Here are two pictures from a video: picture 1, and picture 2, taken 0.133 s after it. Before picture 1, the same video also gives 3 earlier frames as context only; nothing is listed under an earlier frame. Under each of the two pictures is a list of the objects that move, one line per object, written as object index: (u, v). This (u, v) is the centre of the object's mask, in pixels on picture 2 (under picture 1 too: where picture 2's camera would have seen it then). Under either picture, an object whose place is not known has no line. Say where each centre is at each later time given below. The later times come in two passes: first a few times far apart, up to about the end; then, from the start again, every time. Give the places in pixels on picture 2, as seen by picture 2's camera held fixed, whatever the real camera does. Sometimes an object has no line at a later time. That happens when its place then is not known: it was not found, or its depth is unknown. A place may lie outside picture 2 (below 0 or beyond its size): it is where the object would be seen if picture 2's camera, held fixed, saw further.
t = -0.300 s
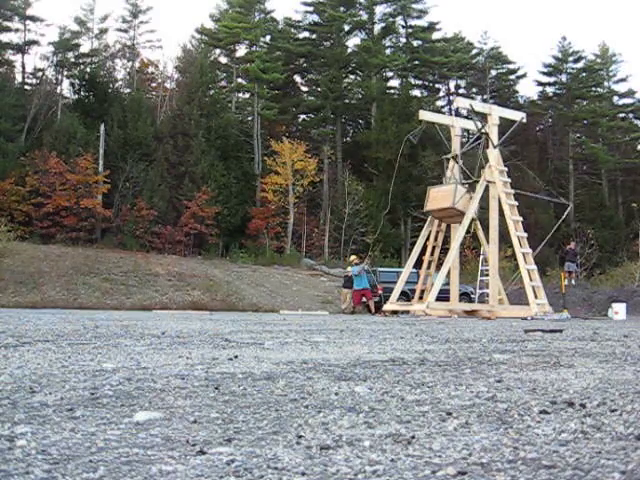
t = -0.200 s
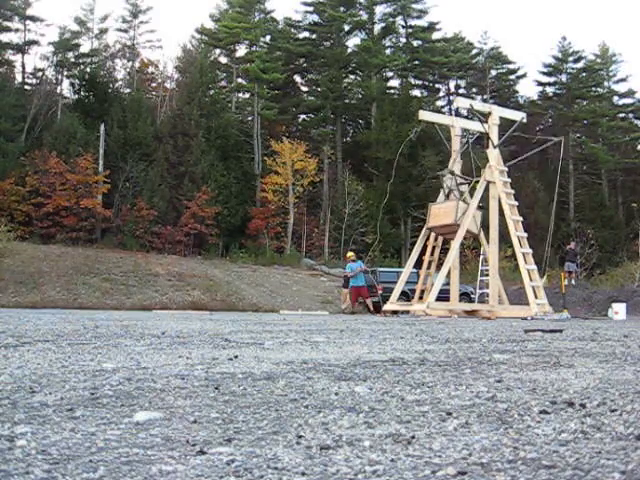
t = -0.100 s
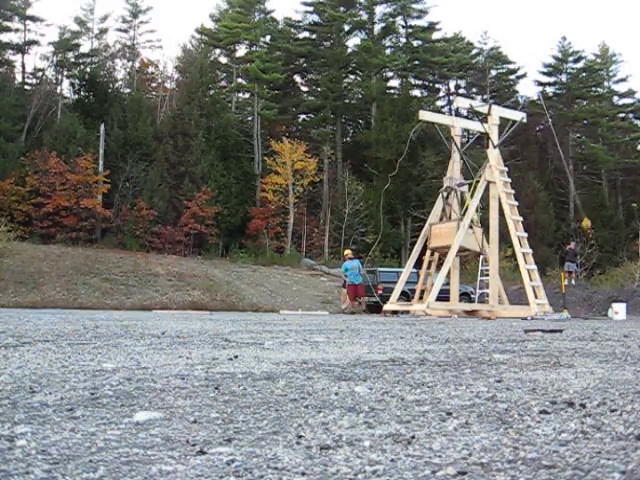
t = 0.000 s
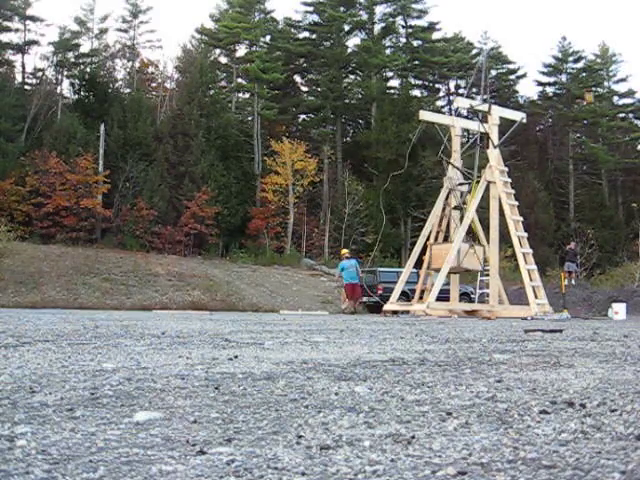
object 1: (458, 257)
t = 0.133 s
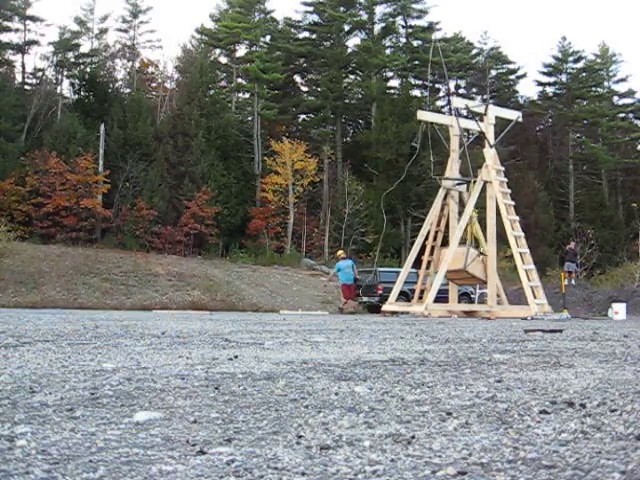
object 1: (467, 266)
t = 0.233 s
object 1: (467, 263)
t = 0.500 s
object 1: (482, 263)
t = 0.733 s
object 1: (488, 267)
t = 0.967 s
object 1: (499, 262)
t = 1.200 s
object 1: (507, 263)
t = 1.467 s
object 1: (498, 262)
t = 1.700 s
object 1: (488, 265)
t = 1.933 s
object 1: (471, 266)
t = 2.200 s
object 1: (468, 265)
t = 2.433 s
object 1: (464, 264)
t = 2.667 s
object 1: (454, 261)
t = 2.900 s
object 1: (453, 261)
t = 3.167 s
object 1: (458, 263)
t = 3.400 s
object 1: (464, 265)
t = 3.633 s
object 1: (466, 266)
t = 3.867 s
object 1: (477, 266)
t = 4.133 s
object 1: (486, 266)
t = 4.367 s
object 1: (488, 265)
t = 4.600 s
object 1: (488, 265)
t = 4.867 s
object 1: (488, 266)
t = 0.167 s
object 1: (467, 265)
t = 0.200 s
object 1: (467, 264)
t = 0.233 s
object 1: (467, 263)
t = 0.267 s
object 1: (467, 262)
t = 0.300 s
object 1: (468, 262)
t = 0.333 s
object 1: (468, 262)
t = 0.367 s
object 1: (469, 262)
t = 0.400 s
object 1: (475, 263)
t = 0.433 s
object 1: (477, 263)
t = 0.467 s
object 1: (480, 263)
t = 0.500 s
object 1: (482, 263)
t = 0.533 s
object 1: (483, 264)
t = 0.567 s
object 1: (485, 264)
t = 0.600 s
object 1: (486, 265)
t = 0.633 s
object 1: (487, 265)
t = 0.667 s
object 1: (488, 265)
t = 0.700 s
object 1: (489, 267)
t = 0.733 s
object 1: (488, 267)
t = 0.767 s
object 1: (489, 264)
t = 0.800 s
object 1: (499, 264)
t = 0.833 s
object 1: (499, 264)
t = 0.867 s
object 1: (498, 263)
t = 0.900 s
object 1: (499, 263)
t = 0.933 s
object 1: (499, 263)
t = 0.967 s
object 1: (499, 262)
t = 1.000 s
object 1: (499, 262)
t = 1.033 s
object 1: (499, 262)
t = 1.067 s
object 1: (499, 262)
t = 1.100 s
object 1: (499, 262)
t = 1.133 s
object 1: (499, 262)
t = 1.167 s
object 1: (499, 262)
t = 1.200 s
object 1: (507, 263)
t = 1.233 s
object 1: (499, 262)
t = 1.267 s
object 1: (499, 262)
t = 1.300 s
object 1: (499, 262)
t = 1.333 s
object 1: (499, 262)
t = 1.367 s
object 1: (499, 263)
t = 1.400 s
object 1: (499, 264)
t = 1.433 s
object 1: (499, 264)
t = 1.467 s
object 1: (498, 262)
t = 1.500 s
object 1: (498, 265)
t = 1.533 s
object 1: (498, 264)
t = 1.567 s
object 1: (489, 265)
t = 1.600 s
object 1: (488, 265)
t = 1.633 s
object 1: (489, 267)
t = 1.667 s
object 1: (489, 265)
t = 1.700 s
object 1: (488, 265)
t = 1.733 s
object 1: (486, 265)
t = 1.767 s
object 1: (484, 266)
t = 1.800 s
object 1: (482, 266)
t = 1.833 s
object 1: (480, 266)
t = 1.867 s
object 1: (479, 266)
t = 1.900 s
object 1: (472, 266)
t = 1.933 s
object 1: (471, 266)
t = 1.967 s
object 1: (471, 266)
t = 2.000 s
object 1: (470, 266)
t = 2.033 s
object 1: (470, 265)
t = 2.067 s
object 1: (470, 265)
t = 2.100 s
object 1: (469, 265)
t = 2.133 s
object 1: (469, 265)
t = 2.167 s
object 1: (469, 265)
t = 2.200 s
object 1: (468, 265)
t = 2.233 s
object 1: (468, 264)
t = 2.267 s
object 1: (467, 264)
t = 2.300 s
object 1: (466, 264)
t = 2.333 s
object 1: (466, 264)
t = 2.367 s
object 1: (465, 264)
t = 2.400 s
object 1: (464, 264)
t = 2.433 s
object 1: (464, 264)
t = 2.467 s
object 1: (463, 264)
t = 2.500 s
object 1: (458, 263)
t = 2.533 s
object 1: (457, 263)
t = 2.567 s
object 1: (456, 262)
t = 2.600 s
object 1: (456, 262)
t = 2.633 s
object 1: (455, 261)
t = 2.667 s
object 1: (454, 261)
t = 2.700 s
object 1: (454, 261)
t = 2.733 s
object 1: (453, 261)
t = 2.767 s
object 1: (453, 261)
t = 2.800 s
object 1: (453, 261)
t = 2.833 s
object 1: (453, 261)
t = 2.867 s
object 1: (453, 261)
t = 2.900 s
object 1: (453, 261)
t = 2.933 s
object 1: (453, 261)
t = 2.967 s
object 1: (454, 261)
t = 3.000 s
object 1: (454, 261)
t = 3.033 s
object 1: (455, 261)
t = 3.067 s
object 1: (456, 261)
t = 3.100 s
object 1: (457, 262)
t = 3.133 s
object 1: (458, 262)
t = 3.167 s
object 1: (458, 263)
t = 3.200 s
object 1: (464, 264)
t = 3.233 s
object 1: (464, 264)
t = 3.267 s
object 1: (464, 264)
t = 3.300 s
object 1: (464, 265)
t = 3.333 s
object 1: (464, 265)
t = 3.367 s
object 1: (464, 264)
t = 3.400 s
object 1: (464, 265)
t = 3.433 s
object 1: (464, 265)
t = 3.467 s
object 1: (464, 266)
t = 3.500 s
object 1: (464, 266)
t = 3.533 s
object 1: (465, 266)
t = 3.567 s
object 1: (465, 266)
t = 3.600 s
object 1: (465, 266)
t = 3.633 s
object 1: (466, 266)
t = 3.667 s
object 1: (466, 266)
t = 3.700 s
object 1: (466, 267)
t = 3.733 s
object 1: (472, 266)
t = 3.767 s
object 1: (473, 266)
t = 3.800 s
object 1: (474, 266)
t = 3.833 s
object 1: (476, 266)
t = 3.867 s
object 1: (477, 266)
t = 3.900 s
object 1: (479, 266)
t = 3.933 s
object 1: (480, 266)
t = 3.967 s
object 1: (481, 266)
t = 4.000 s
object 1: (483, 266)
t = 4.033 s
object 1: (484, 266)
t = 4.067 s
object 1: (485, 266)
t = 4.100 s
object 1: (485, 266)
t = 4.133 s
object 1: (486, 266)
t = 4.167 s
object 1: (487, 266)
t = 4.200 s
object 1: (487, 265)
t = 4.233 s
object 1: (487, 265)
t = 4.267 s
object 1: (488, 266)
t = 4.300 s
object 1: (488, 266)
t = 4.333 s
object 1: (488, 265)
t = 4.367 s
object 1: (488, 265)
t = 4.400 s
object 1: (488, 265)
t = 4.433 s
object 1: (488, 265)
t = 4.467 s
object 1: (488, 265)
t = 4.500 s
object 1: (488, 265)
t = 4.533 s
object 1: (488, 265)
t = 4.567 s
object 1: (488, 265)
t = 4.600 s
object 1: (488, 265)
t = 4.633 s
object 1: (488, 265)
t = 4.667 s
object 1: (488, 265)
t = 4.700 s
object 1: (488, 265)
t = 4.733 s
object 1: (488, 265)
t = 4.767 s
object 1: (488, 265)
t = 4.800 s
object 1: (488, 266)
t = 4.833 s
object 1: (488, 266)
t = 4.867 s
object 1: (488, 266)
